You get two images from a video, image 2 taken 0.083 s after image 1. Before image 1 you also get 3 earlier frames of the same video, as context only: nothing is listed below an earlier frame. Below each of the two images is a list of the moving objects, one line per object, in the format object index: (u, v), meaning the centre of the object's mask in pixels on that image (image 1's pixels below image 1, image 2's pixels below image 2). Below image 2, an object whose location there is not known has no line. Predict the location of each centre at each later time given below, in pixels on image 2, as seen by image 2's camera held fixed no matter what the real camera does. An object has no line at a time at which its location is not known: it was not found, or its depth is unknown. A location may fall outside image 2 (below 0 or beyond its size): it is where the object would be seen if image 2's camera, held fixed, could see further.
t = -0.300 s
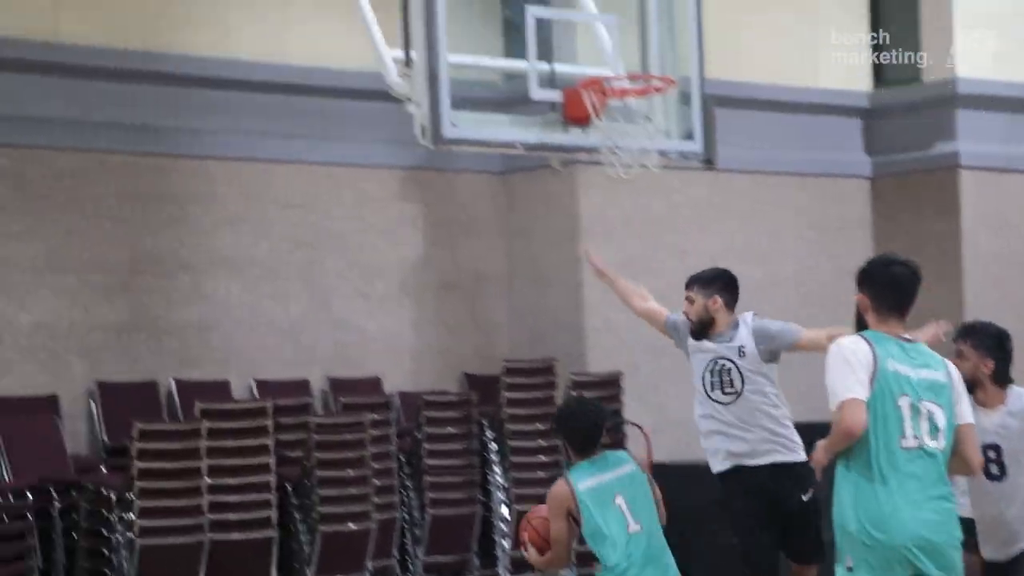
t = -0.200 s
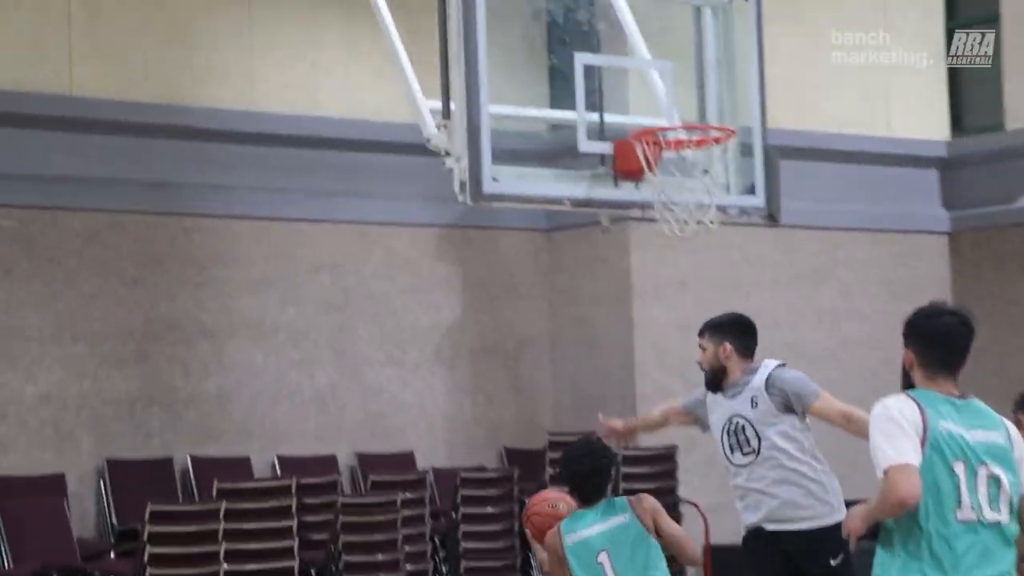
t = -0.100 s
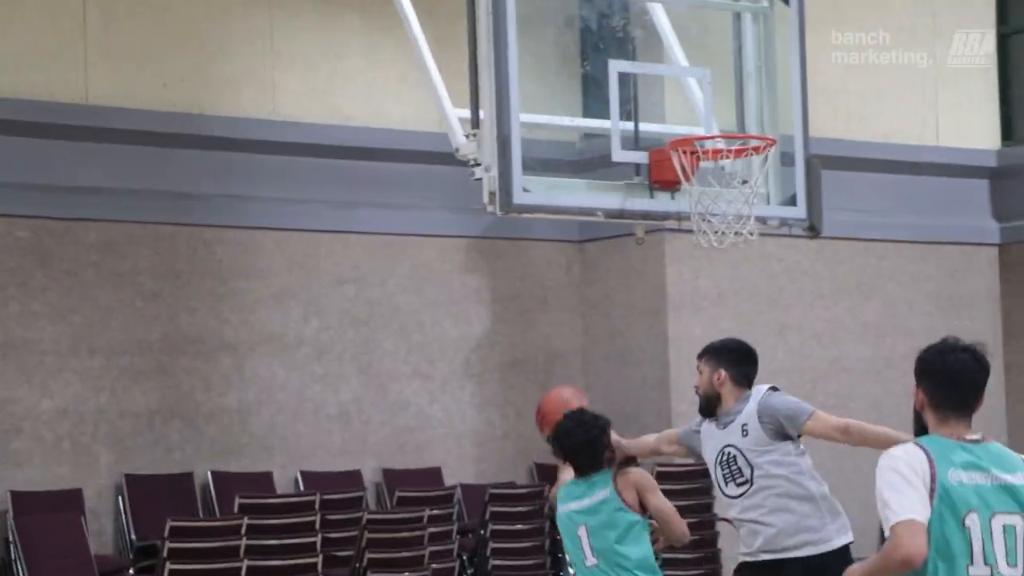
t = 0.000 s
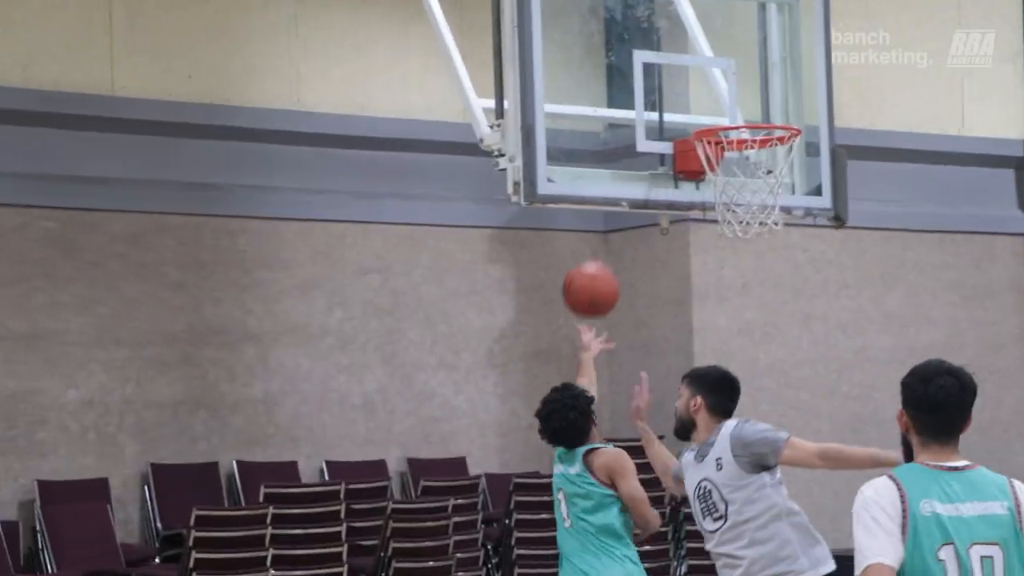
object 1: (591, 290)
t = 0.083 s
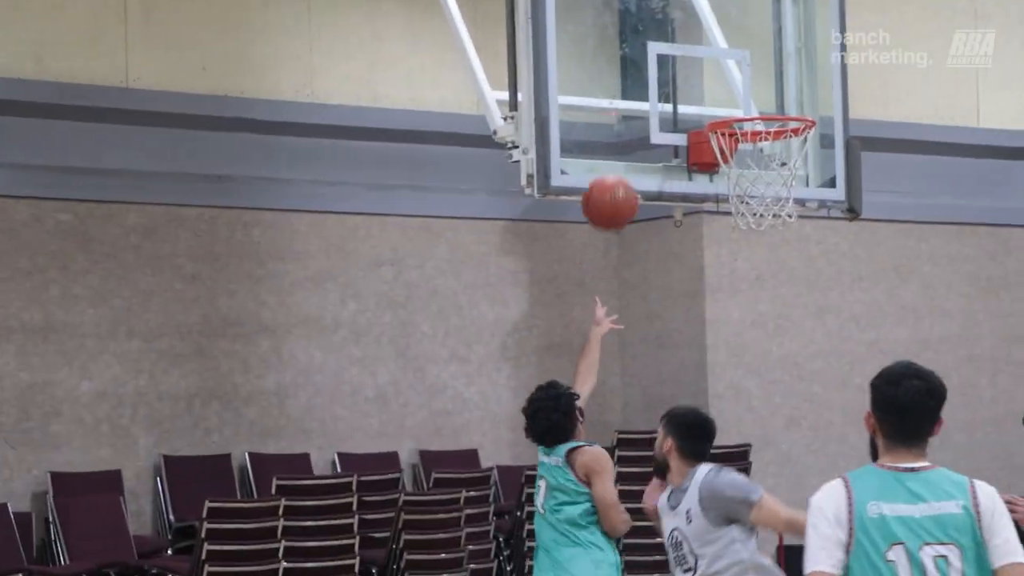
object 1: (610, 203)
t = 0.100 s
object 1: (610, 189)
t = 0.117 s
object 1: (611, 175)
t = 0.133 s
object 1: (613, 163)
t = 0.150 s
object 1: (614, 150)
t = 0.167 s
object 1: (615, 139)
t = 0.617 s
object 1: (676, 41)
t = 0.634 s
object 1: (681, 44)
